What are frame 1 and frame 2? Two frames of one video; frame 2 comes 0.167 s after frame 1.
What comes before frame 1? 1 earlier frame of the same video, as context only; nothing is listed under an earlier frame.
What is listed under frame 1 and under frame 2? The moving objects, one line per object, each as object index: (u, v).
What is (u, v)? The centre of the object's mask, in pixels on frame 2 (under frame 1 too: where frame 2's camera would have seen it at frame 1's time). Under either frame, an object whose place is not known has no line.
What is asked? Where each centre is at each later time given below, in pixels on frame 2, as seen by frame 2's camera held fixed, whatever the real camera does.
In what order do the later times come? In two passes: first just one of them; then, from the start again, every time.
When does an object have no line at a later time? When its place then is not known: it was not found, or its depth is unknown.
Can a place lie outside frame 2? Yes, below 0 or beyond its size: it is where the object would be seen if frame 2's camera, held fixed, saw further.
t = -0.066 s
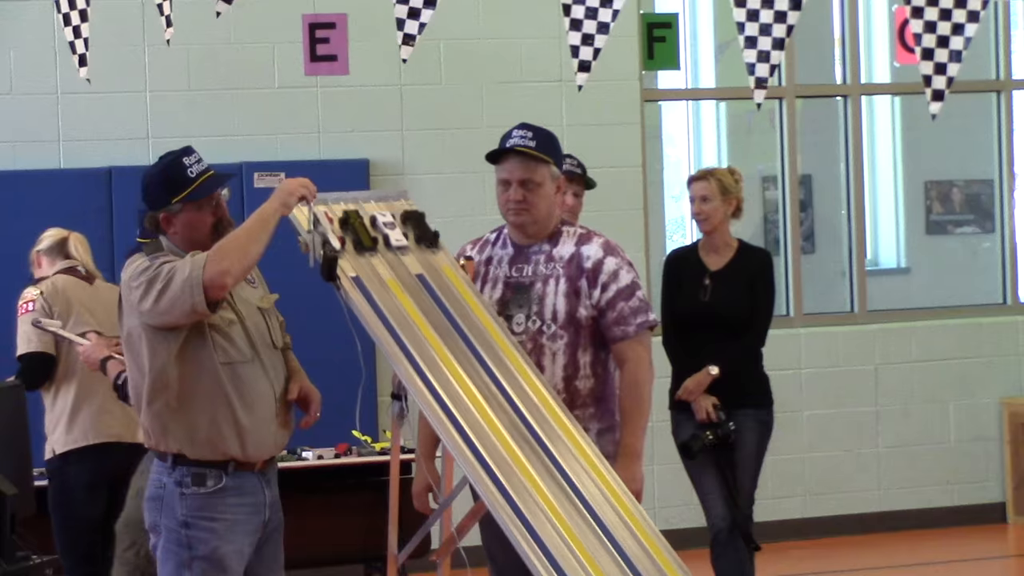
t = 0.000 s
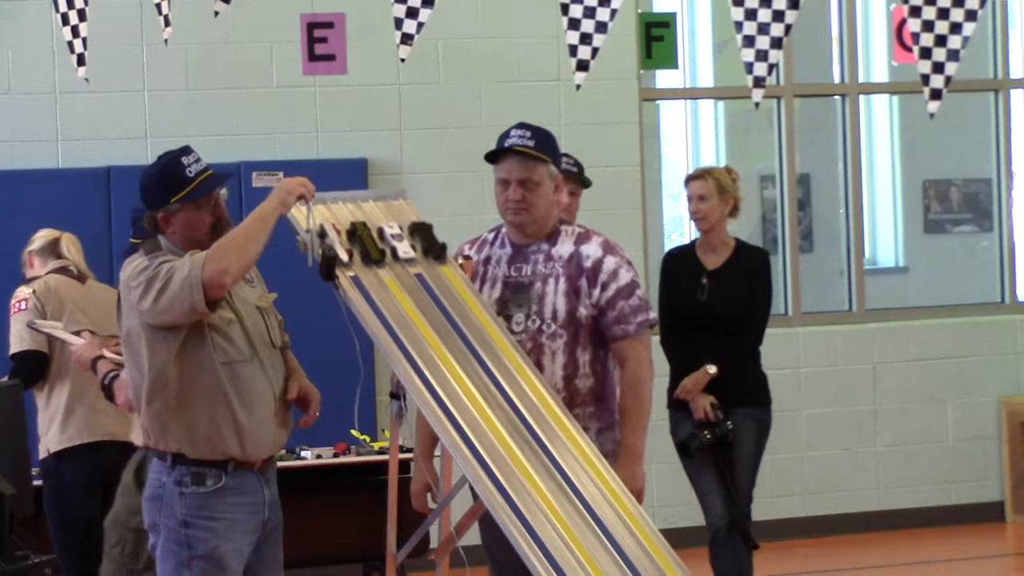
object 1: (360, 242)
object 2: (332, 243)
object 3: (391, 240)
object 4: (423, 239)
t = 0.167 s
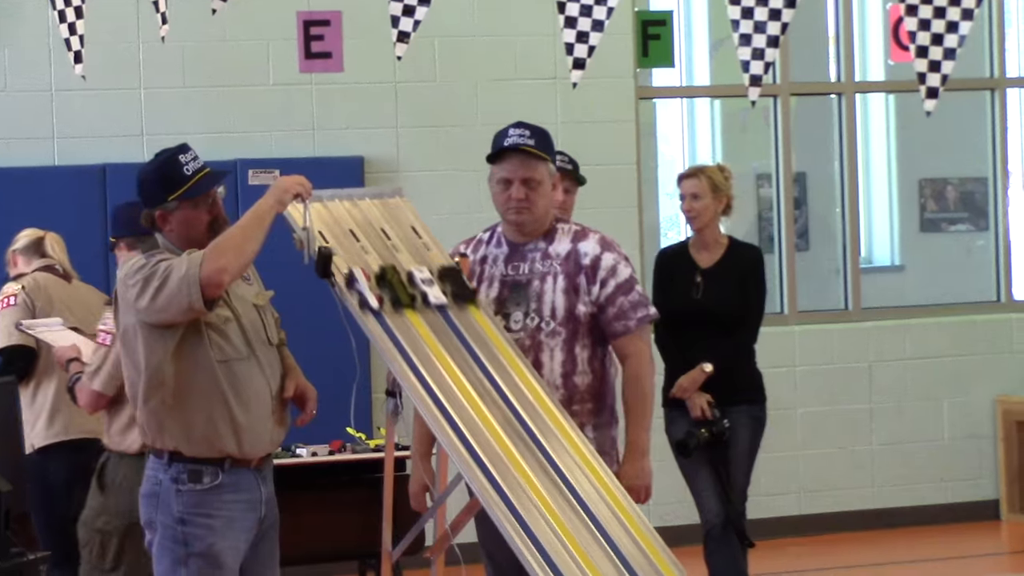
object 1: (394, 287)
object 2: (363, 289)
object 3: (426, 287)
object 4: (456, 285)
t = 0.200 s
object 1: (404, 300)
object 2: (372, 303)
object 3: (435, 299)
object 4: (466, 298)
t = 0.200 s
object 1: (404, 300)
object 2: (372, 303)
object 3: (435, 299)
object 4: (466, 298)
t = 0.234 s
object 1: (413, 311)
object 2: (380, 314)
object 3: (445, 310)
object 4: (474, 309)
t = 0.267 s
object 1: (426, 324)
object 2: (393, 327)
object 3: (458, 323)
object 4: (488, 322)
